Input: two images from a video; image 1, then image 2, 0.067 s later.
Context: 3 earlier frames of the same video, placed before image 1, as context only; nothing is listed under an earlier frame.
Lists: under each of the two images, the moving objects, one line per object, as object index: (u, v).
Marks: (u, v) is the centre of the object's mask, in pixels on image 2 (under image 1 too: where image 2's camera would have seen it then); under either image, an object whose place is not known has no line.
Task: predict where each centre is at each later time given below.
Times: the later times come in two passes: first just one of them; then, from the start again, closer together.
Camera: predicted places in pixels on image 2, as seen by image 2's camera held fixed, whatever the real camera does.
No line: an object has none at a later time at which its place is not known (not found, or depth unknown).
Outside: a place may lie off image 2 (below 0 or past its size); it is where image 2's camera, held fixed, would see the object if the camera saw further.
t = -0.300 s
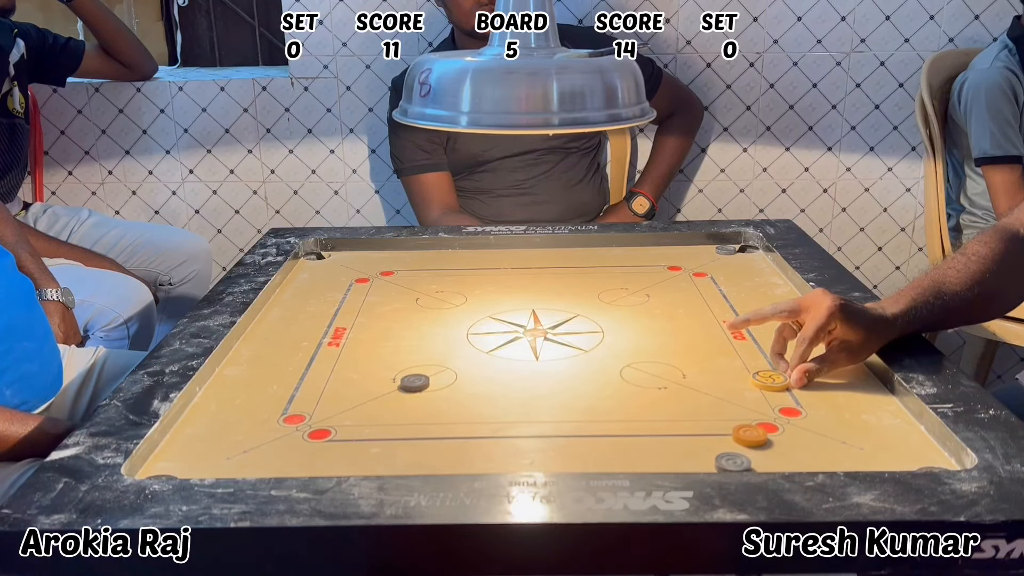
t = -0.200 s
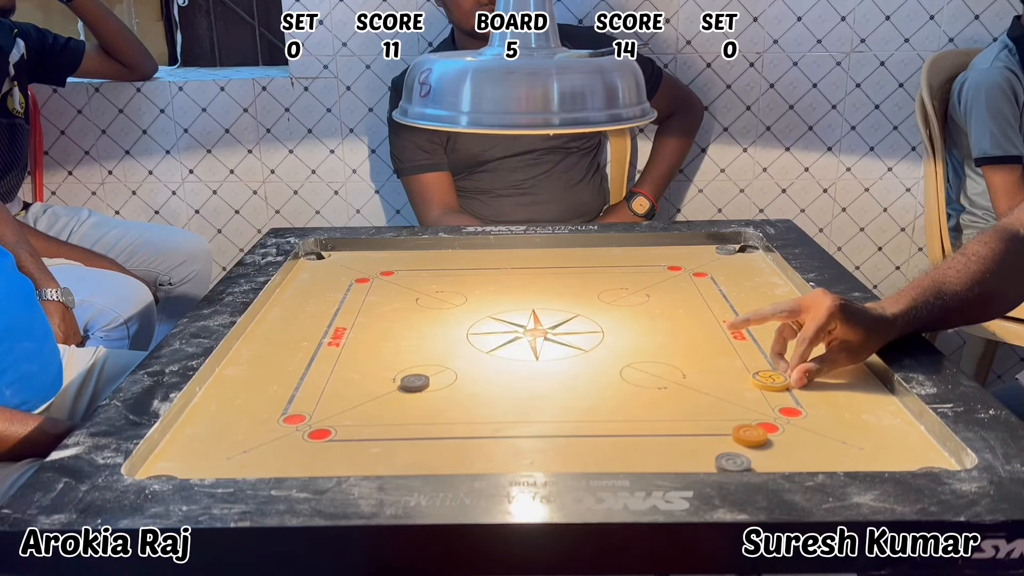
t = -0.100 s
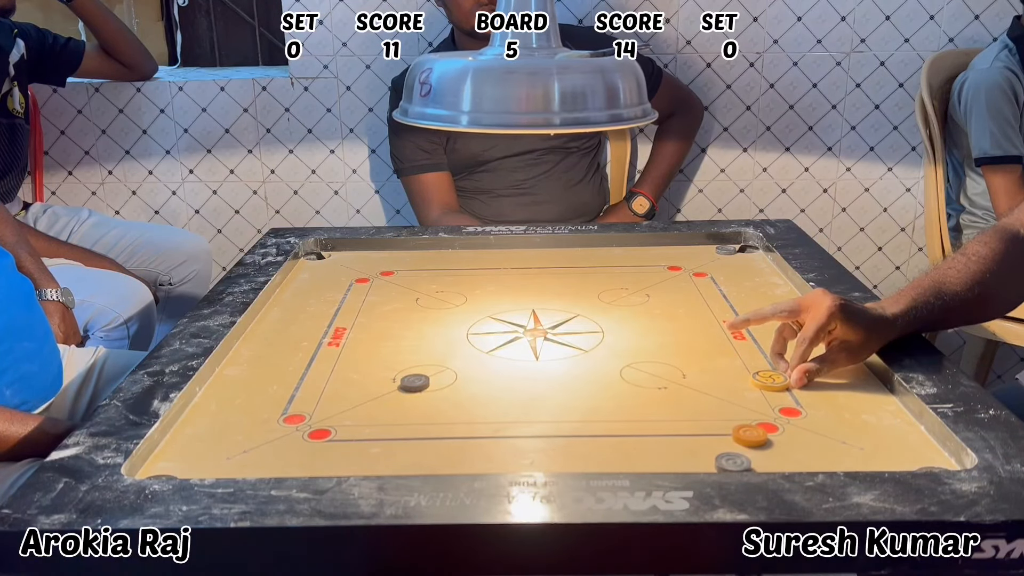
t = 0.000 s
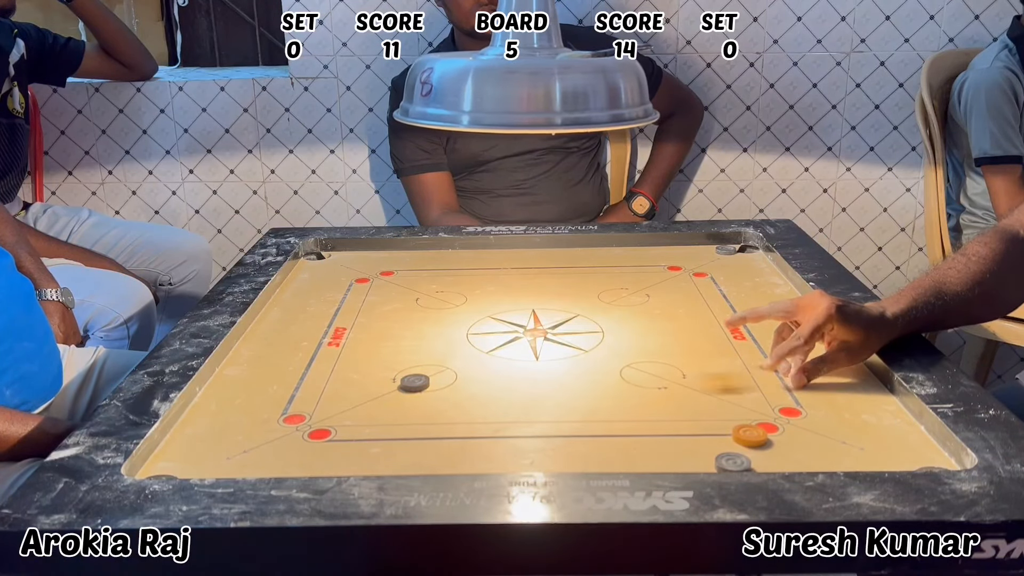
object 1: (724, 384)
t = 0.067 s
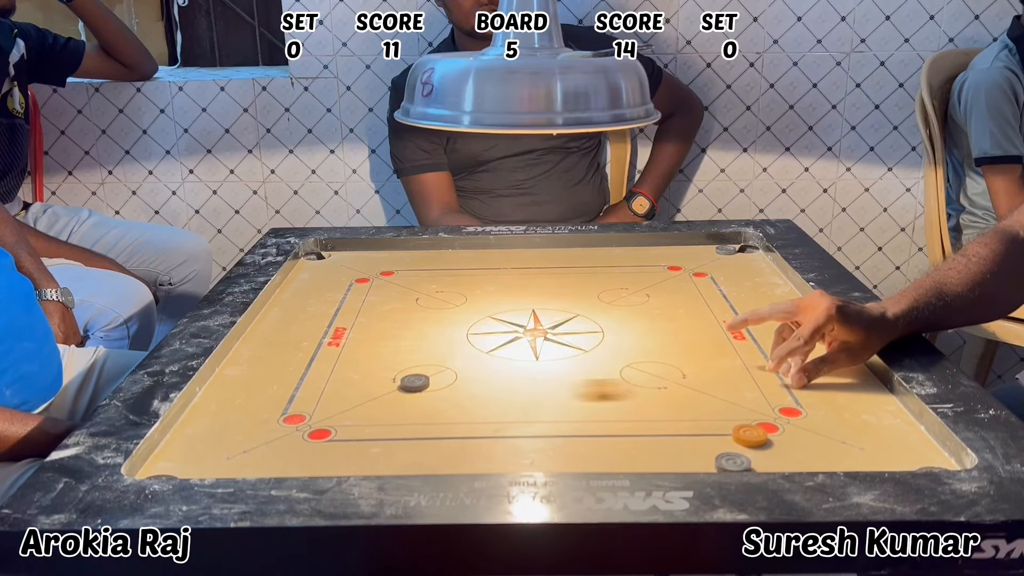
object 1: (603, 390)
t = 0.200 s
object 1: (366, 403)
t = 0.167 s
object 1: (423, 400)
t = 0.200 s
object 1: (366, 403)
